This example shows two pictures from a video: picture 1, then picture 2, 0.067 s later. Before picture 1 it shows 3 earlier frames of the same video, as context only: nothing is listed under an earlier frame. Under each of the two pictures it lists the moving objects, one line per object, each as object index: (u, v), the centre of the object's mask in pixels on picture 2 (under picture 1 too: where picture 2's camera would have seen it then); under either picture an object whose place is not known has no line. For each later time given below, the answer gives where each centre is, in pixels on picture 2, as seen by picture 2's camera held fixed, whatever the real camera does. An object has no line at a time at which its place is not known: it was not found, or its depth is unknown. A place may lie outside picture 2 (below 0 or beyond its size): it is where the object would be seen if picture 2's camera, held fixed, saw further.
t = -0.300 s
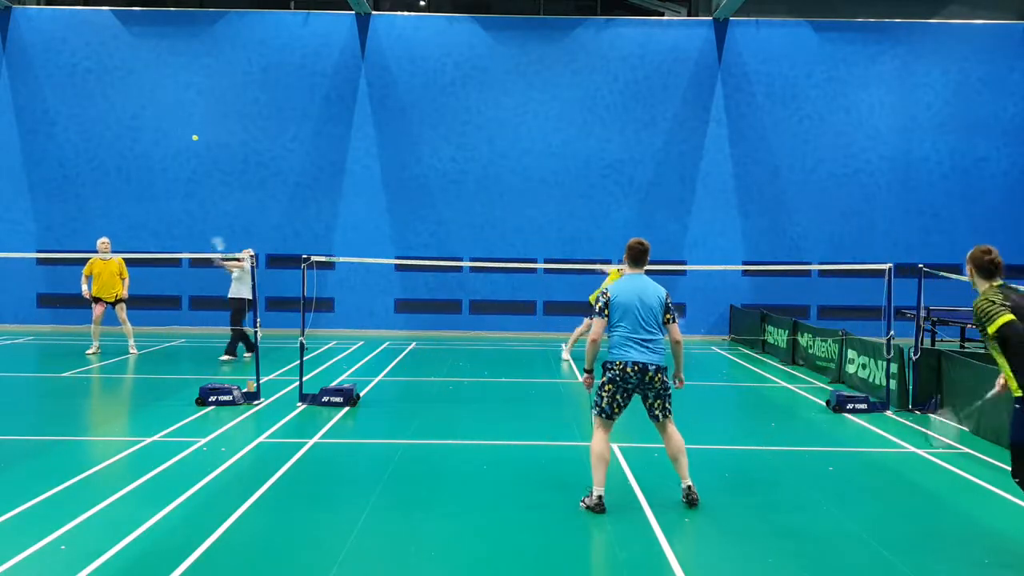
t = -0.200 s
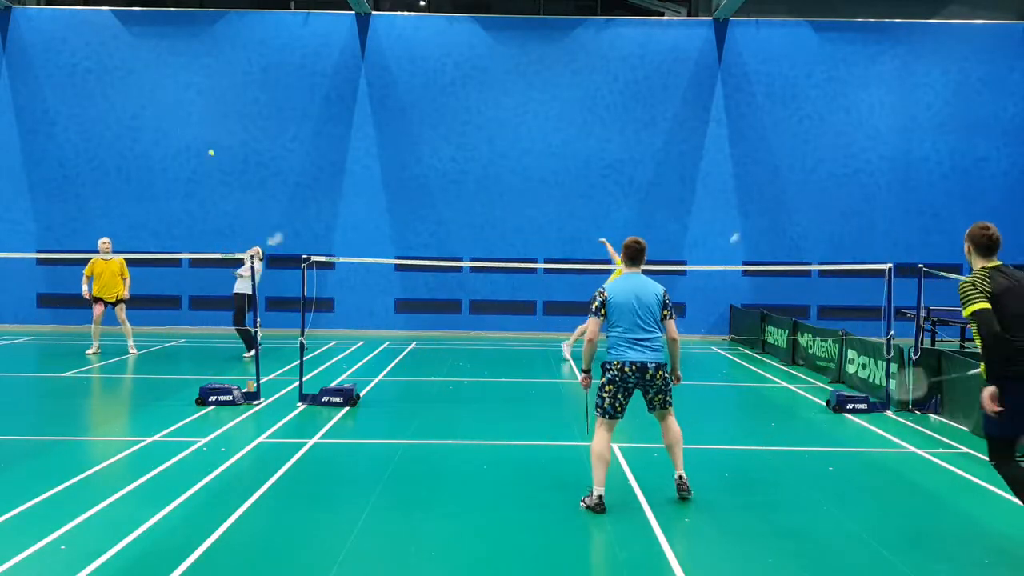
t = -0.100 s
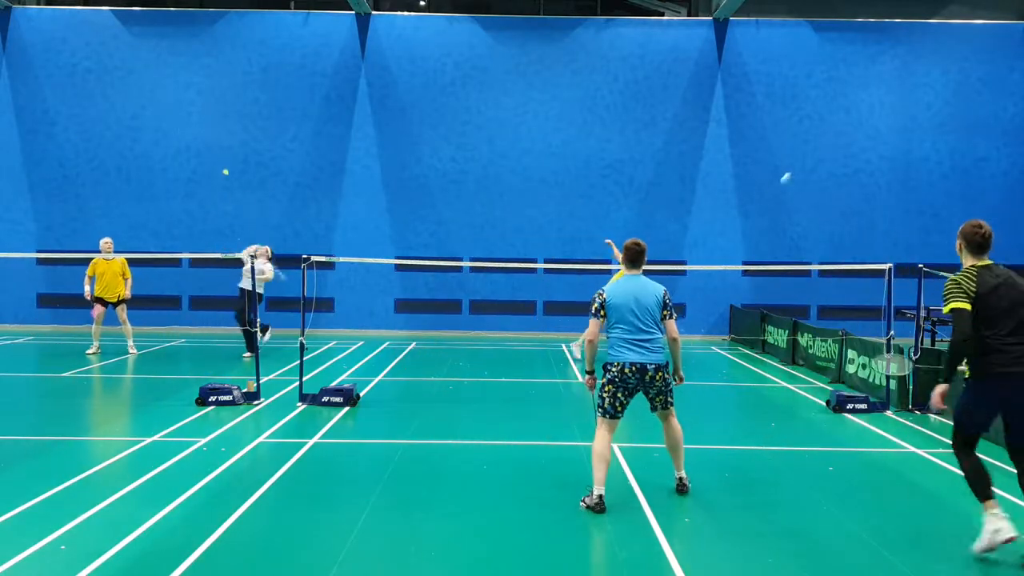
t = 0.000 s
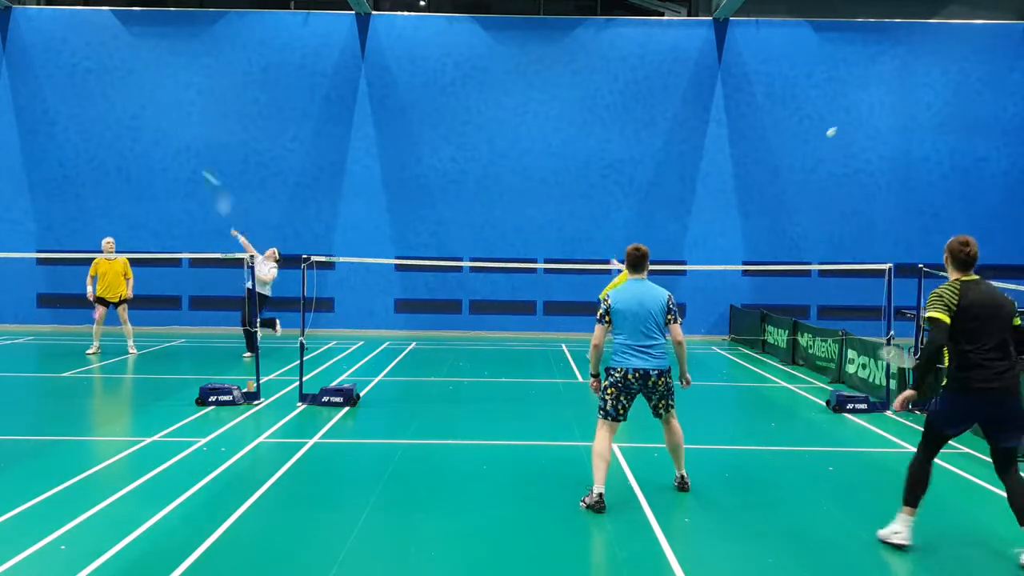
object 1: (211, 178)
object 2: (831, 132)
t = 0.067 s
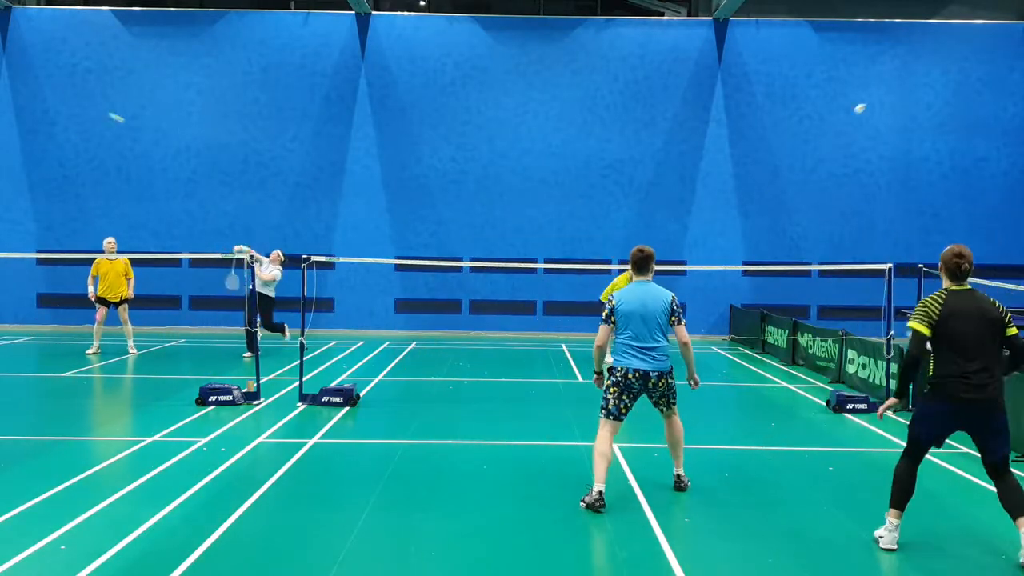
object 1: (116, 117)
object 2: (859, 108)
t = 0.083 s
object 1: (94, 105)
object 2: (866, 103)
